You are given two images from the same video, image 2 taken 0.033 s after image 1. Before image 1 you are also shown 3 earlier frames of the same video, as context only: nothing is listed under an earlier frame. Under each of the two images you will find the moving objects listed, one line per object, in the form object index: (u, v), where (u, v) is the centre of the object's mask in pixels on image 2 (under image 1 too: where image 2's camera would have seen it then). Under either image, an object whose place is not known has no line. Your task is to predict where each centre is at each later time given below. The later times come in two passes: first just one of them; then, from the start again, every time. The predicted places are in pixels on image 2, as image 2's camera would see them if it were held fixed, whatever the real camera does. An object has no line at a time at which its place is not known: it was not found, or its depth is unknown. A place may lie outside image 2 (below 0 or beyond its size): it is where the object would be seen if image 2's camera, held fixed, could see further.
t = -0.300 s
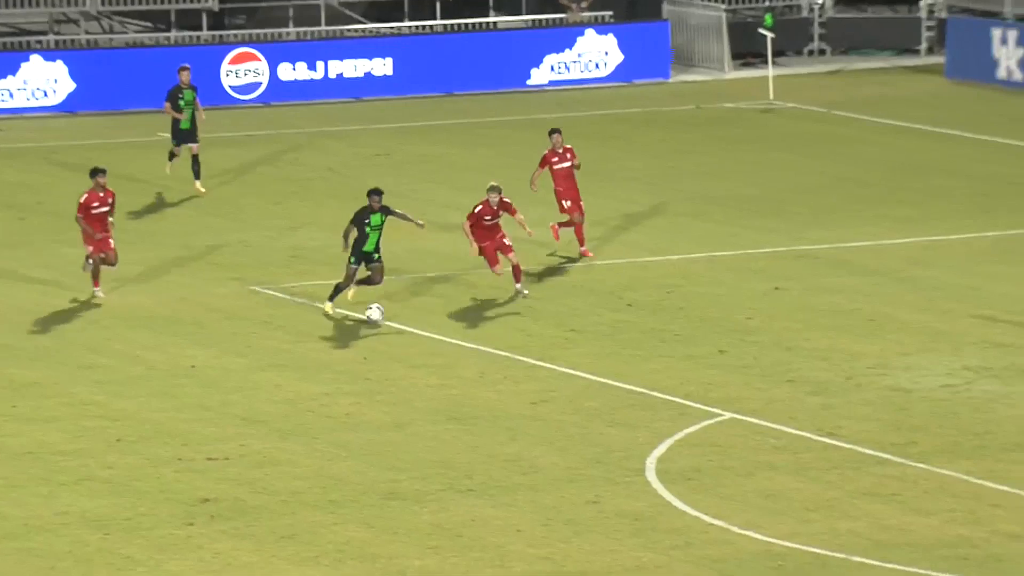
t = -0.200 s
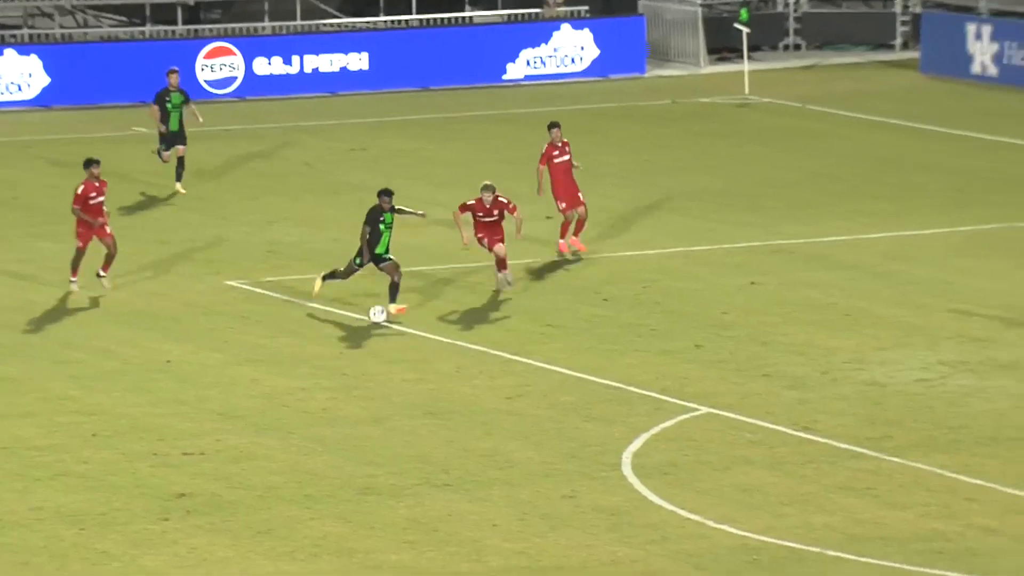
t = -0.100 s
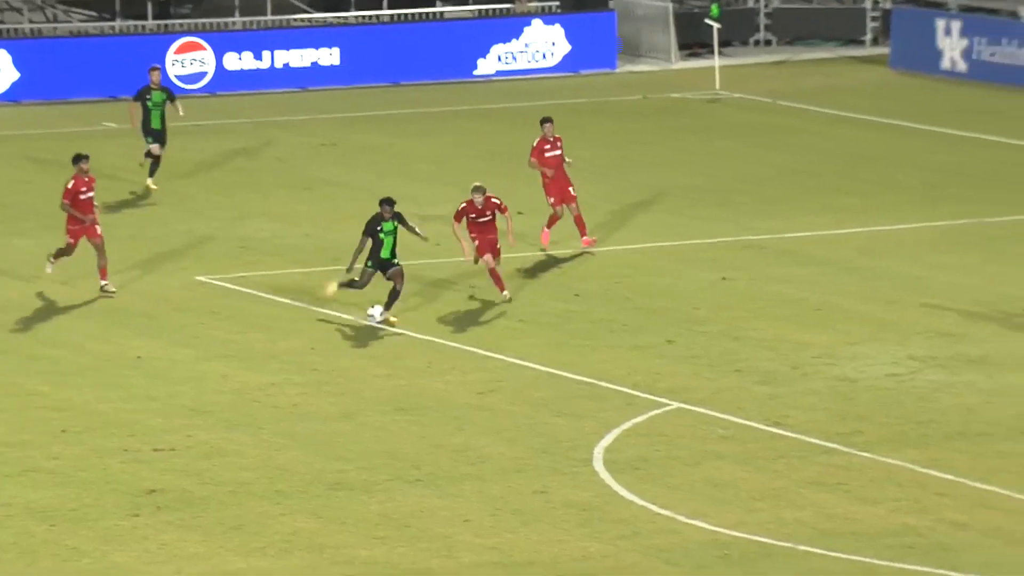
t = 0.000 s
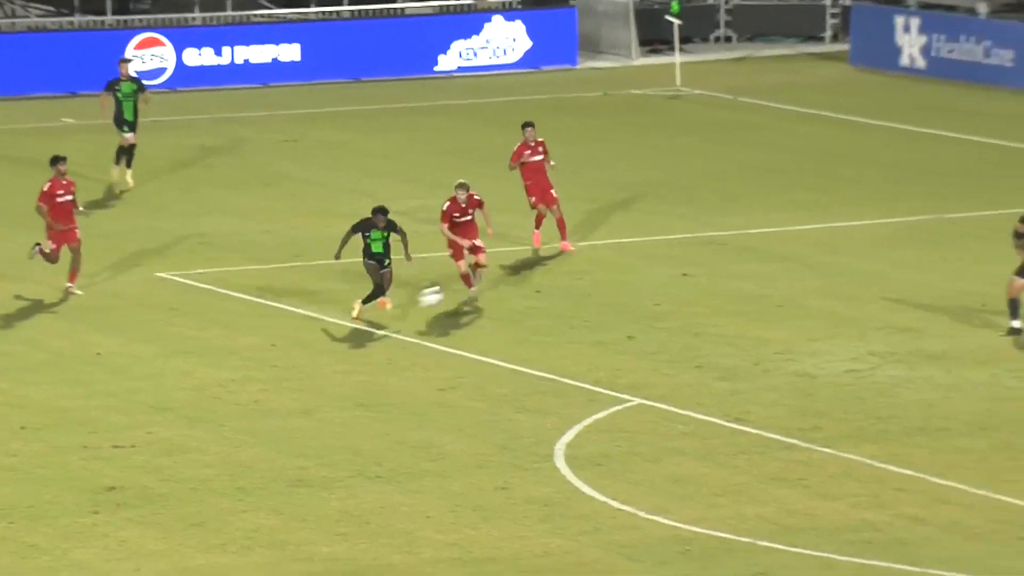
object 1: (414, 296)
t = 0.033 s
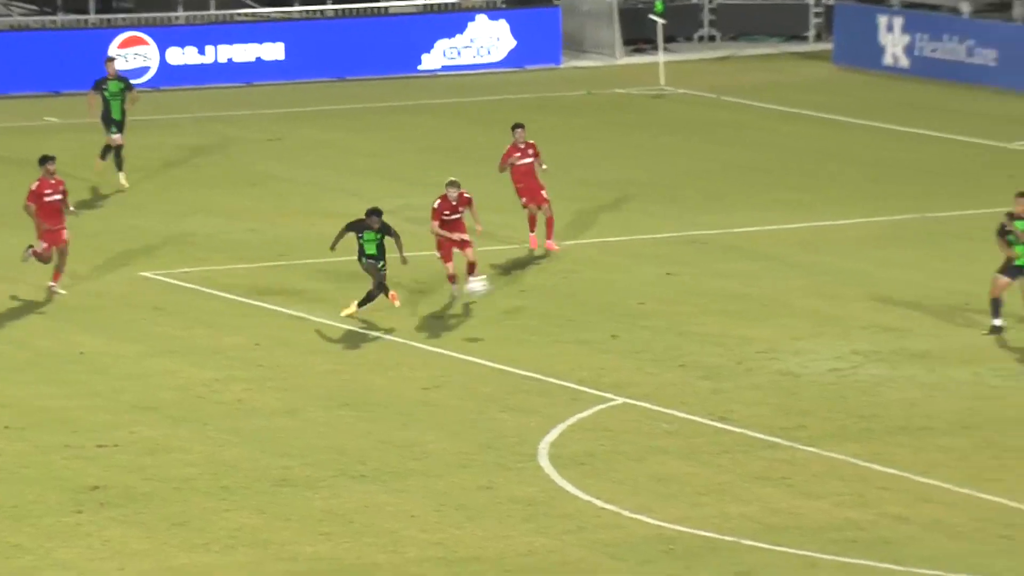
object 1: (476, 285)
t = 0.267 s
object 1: (927, 247)
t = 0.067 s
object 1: (540, 277)
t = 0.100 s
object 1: (604, 269)
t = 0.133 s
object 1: (667, 262)
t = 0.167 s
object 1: (732, 256)
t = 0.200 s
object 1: (797, 252)
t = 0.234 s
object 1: (862, 249)
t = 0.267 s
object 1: (927, 247)
